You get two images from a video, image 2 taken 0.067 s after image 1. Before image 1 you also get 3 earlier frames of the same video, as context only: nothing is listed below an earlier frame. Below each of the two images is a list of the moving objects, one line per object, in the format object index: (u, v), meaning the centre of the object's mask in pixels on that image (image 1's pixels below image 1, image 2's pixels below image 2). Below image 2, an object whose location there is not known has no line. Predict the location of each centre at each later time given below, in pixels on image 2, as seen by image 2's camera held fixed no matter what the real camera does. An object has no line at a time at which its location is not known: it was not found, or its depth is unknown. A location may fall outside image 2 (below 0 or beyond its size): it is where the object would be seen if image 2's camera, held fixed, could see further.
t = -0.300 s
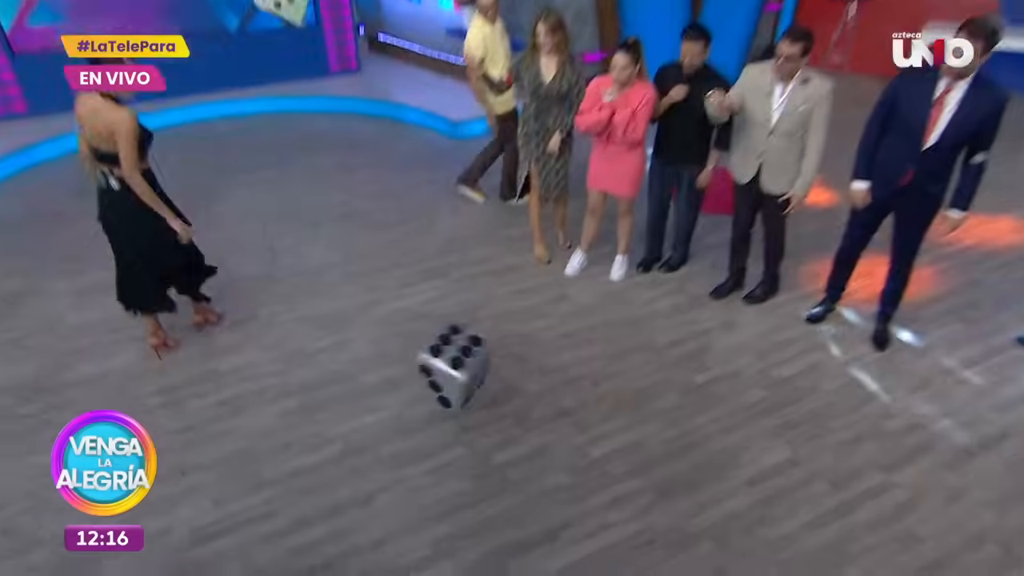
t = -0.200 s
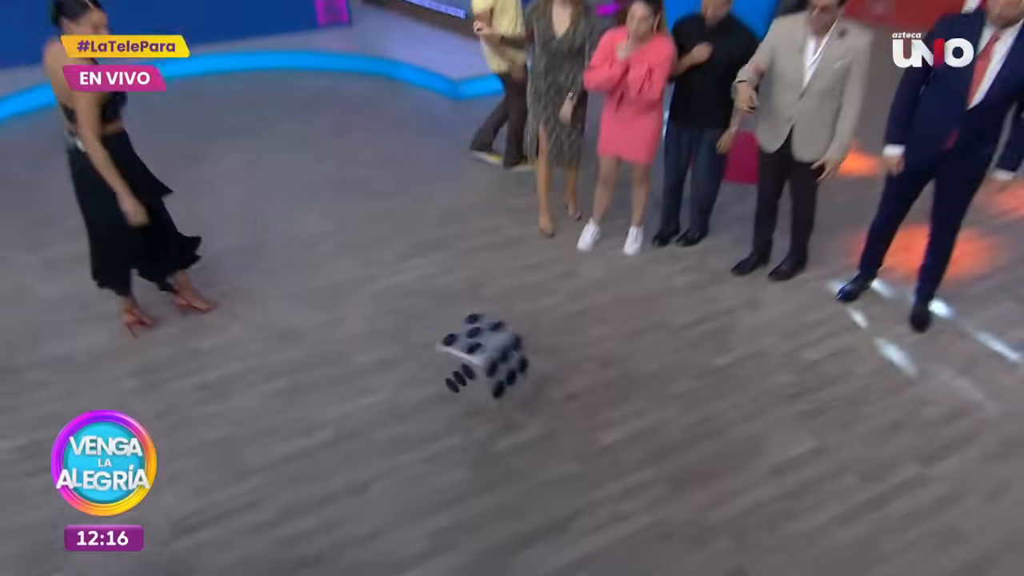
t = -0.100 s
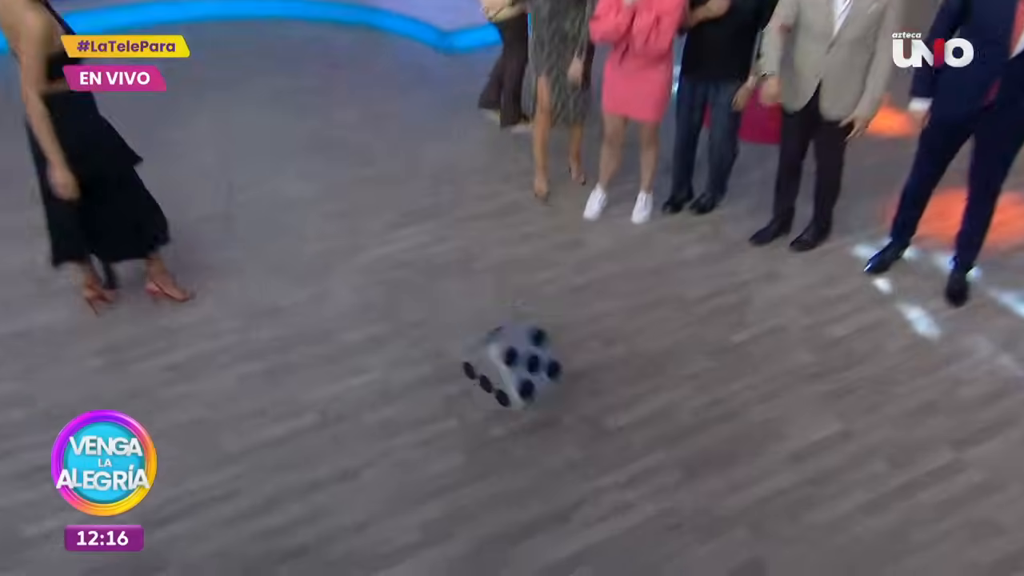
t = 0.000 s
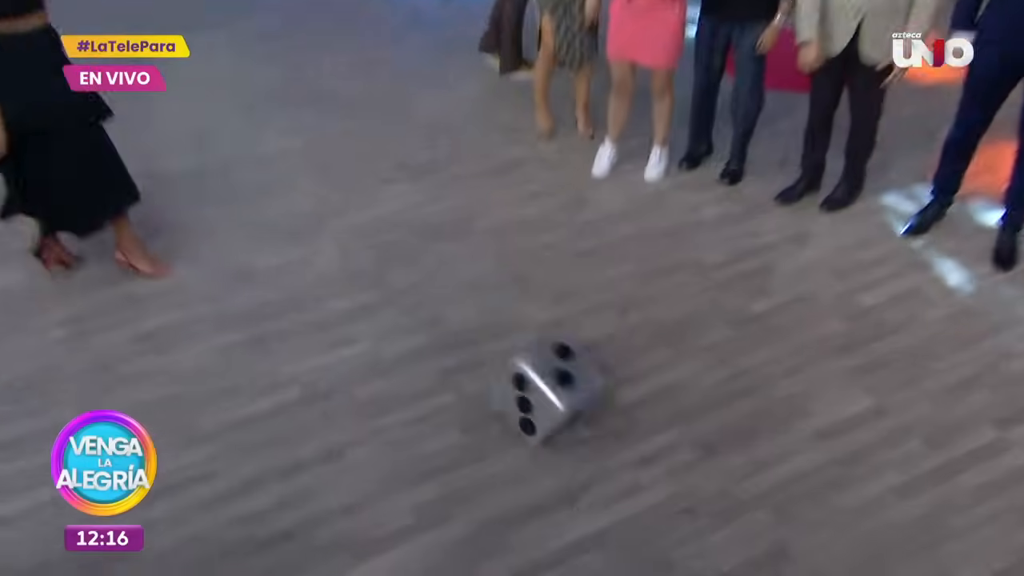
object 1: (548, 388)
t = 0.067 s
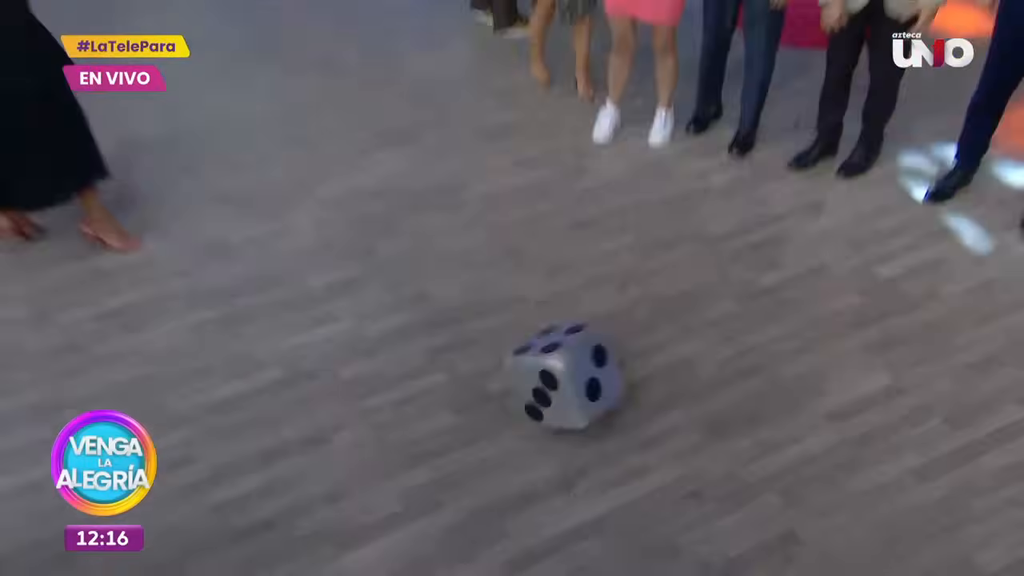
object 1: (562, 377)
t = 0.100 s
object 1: (574, 377)
